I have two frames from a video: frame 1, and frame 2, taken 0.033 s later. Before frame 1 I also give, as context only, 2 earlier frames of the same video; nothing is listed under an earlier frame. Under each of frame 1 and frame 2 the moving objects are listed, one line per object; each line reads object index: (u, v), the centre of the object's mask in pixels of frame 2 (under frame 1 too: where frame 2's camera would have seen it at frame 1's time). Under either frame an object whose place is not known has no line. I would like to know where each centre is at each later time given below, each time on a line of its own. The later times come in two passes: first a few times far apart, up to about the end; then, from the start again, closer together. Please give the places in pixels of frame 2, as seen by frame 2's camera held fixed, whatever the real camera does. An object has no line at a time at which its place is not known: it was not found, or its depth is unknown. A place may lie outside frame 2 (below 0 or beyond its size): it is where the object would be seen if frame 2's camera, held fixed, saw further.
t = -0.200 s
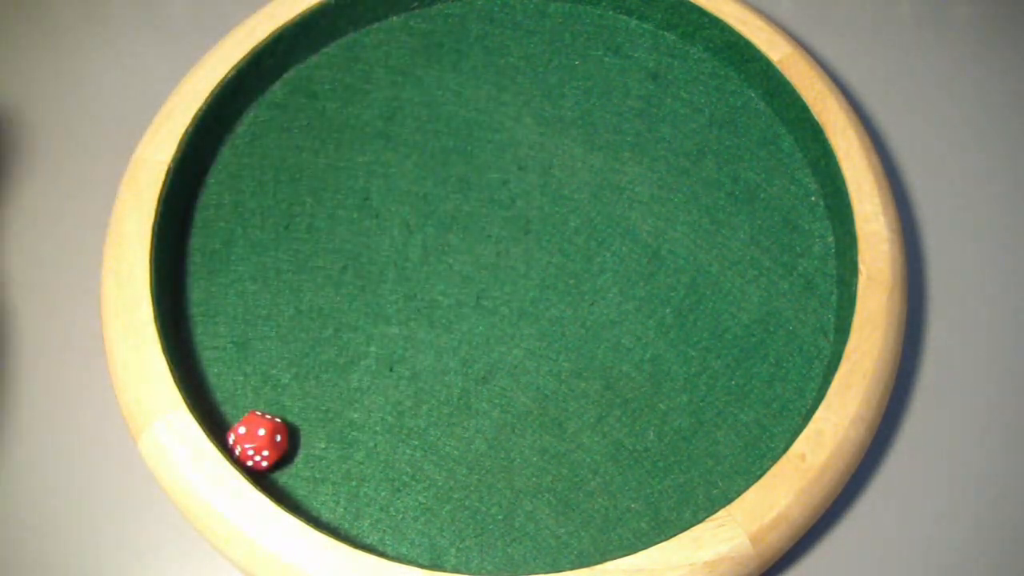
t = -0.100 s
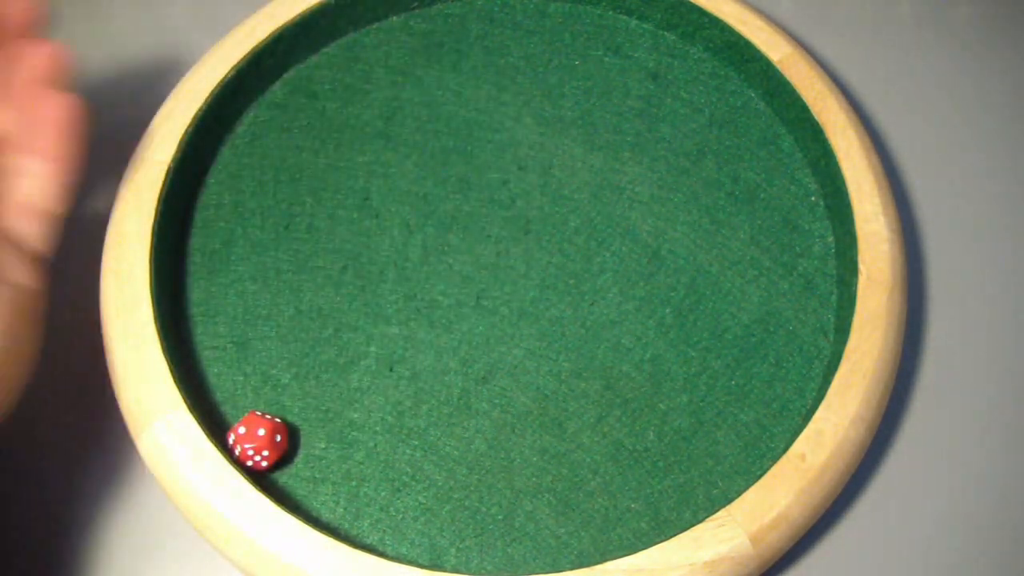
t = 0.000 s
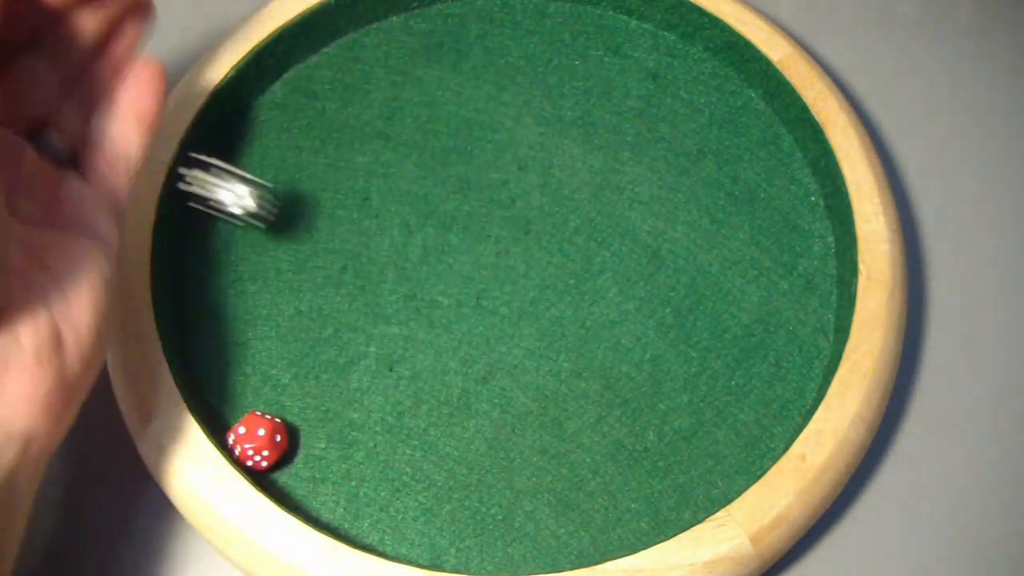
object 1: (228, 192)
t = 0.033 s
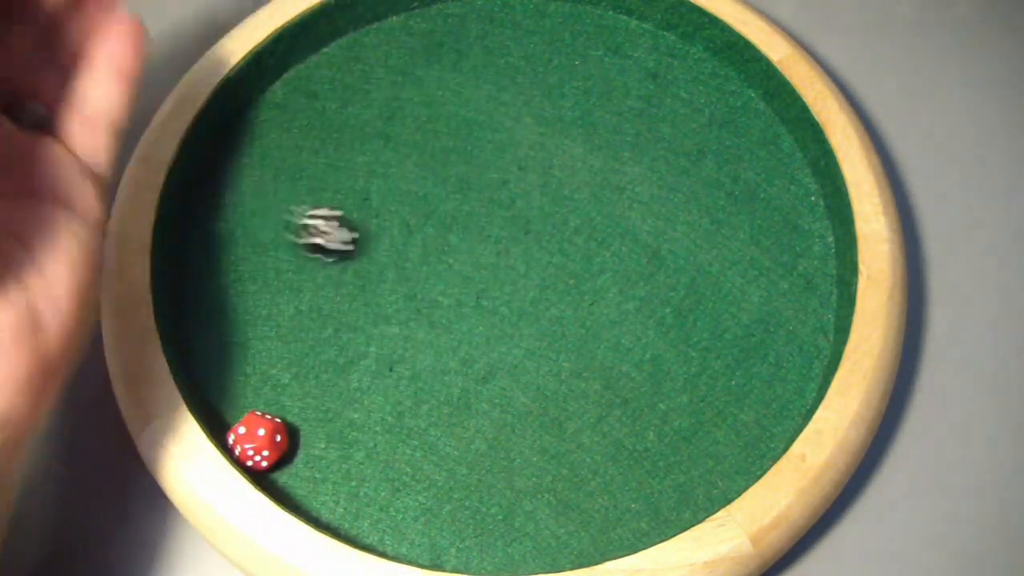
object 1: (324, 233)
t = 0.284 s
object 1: (740, 303)
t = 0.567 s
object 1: (708, 306)
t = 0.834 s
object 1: (692, 293)
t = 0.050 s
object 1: (352, 227)
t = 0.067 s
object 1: (383, 223)
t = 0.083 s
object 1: (412, 224)
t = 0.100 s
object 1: (440, 226)
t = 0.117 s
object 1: (473, 233)
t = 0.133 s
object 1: (506, 244)
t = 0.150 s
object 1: (534, 253)
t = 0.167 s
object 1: (561, 257)
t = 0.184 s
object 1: (588, 265)
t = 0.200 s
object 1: (614, 273)
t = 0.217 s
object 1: (642, 279)
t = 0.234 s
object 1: (665, 285)
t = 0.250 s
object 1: (690, 295)
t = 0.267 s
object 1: (715, 298)
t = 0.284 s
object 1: (740, 303)
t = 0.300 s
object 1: (763, 308)
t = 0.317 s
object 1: (780, 319)
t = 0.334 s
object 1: (803, 325)
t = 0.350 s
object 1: (810, 330)
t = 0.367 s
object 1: (802, 331)
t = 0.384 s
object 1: (789, 332)
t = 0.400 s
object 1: (780, 333)
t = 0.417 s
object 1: (773, 333)
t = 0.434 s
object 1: (766, 332)
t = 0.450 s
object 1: (757, 332)
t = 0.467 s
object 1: (748, 332)
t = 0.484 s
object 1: (741, 329)
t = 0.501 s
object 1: (733, 324)
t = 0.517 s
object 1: (726, 320)
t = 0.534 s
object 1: (719, 316)
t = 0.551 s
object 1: (712, 310)
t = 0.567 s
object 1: (708, 306)
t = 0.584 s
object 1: (704, 302)
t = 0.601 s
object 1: (703, 299)
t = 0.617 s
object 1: (699, 296)
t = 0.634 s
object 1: (697, 293)
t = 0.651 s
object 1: (697, 287)
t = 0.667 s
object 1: (697, 283)
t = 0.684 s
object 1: (697, 280)
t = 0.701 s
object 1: (697, 280)
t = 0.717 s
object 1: (697, 279)
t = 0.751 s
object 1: (697, 280)
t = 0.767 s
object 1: (697, 281)
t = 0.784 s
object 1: (696, 282)
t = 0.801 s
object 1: (696, 286)
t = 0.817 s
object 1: (694, 291)
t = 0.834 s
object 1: (692, 293)
